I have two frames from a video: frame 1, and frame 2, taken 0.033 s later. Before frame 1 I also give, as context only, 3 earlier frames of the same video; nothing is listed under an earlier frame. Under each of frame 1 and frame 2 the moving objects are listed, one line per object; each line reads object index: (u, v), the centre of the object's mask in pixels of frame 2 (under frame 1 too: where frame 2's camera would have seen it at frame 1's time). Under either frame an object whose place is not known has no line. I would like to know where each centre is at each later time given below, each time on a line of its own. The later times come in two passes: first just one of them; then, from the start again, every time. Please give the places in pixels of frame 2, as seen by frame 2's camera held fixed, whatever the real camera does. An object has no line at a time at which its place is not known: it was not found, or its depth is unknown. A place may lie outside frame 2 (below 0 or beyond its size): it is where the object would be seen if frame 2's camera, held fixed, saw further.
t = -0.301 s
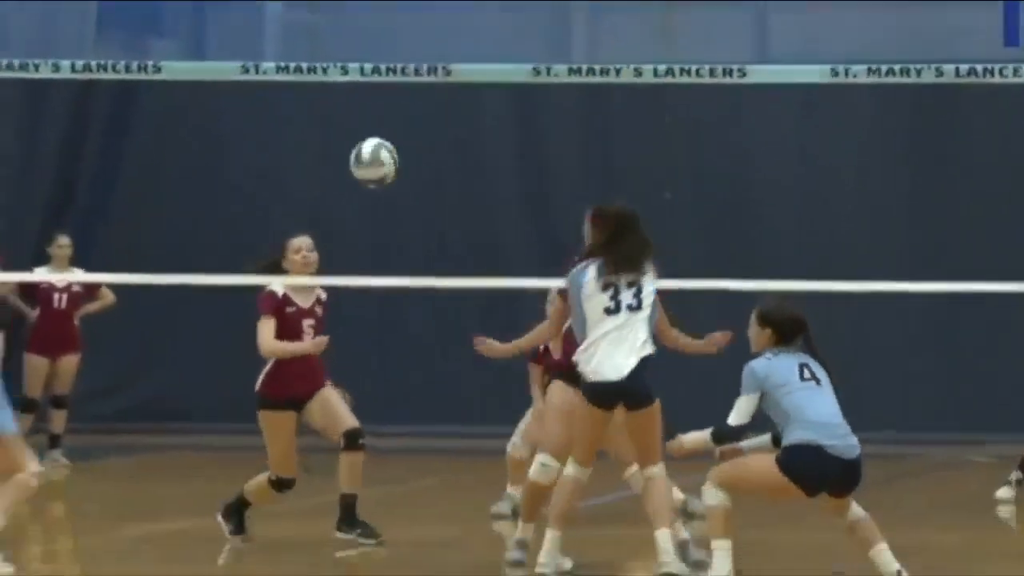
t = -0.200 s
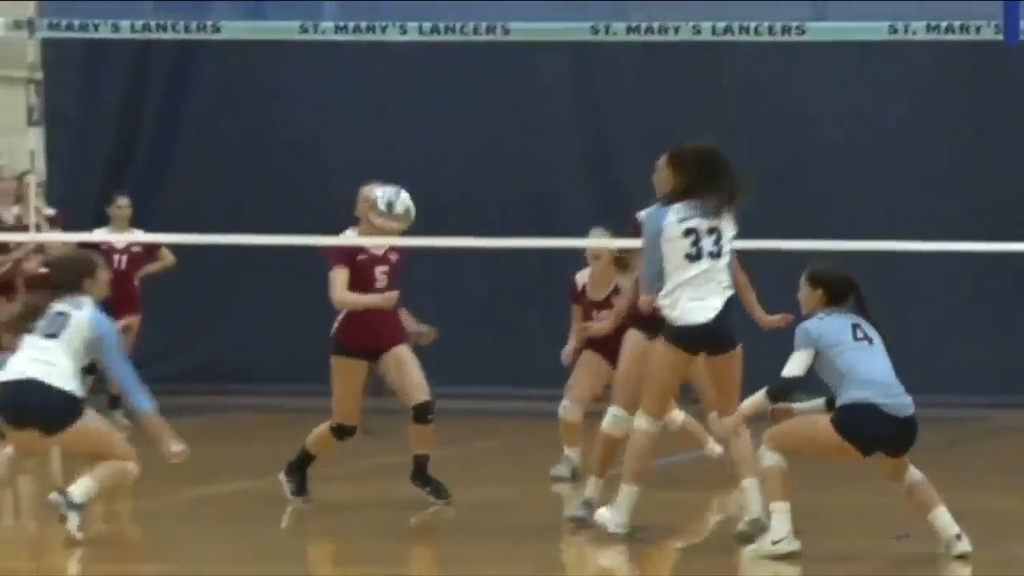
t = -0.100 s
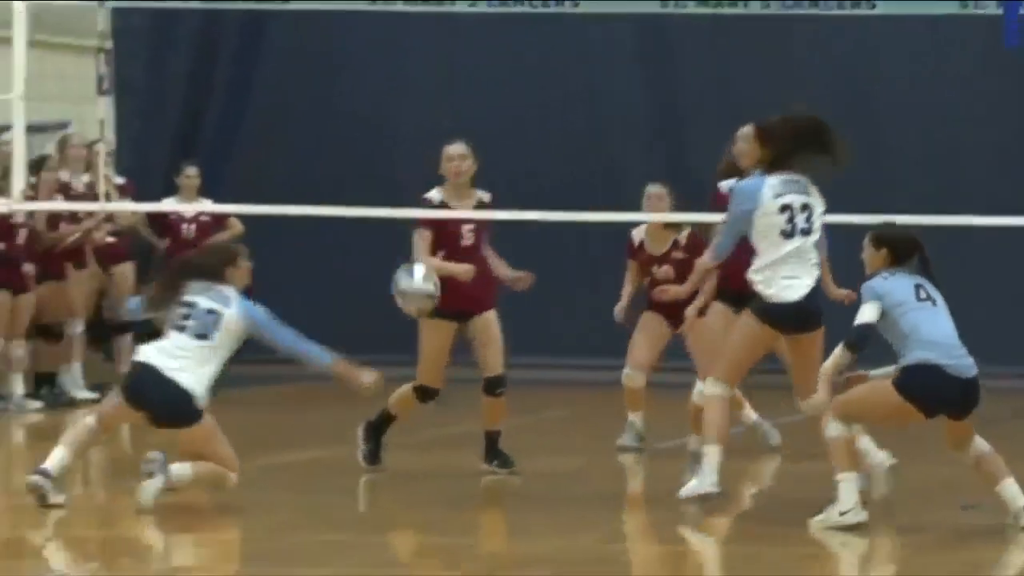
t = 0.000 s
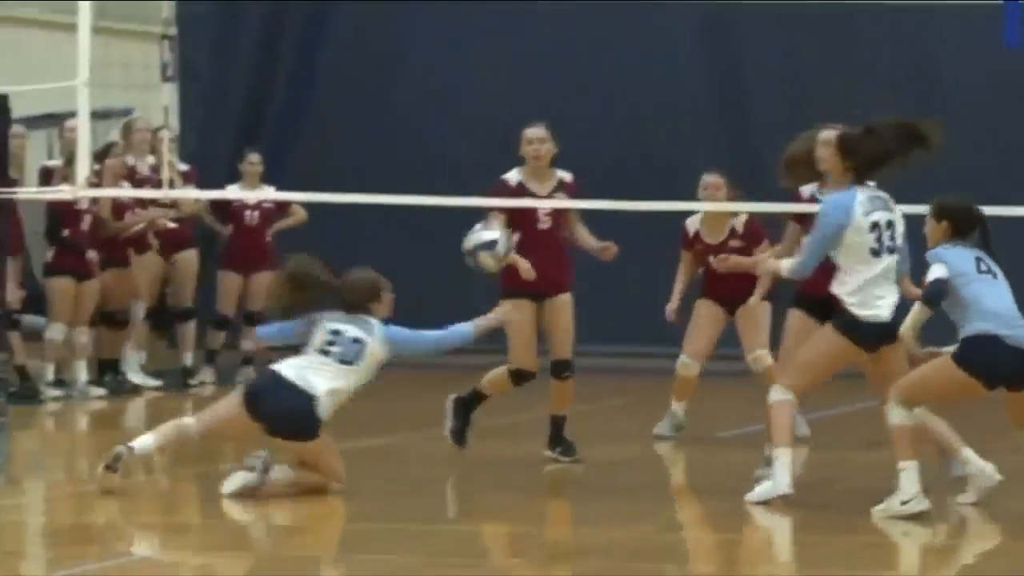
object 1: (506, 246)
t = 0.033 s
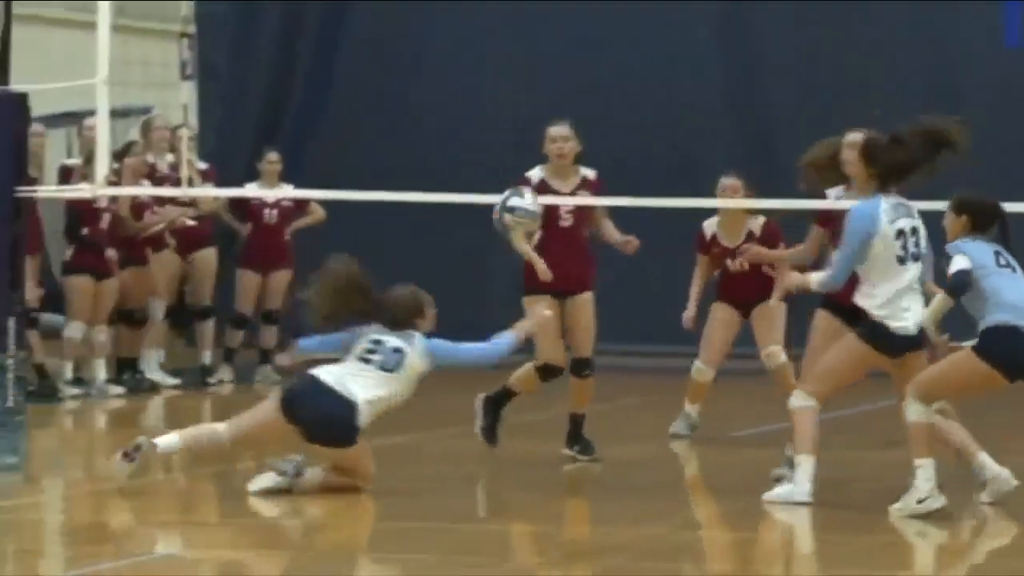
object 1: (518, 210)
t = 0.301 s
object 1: (612, 34)
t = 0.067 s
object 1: (530, 179)
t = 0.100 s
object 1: (540, 153)
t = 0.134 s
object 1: (550, 126)
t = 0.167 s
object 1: (564, 104)
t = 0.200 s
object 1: (576, 83)
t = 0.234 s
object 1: (588, 65)
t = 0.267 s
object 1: (599, 48)
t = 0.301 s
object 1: (612, 34)
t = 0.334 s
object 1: (625, 23)
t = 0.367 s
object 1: (638, 14)
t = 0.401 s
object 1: (651, 8)
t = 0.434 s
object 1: (665, 6)
